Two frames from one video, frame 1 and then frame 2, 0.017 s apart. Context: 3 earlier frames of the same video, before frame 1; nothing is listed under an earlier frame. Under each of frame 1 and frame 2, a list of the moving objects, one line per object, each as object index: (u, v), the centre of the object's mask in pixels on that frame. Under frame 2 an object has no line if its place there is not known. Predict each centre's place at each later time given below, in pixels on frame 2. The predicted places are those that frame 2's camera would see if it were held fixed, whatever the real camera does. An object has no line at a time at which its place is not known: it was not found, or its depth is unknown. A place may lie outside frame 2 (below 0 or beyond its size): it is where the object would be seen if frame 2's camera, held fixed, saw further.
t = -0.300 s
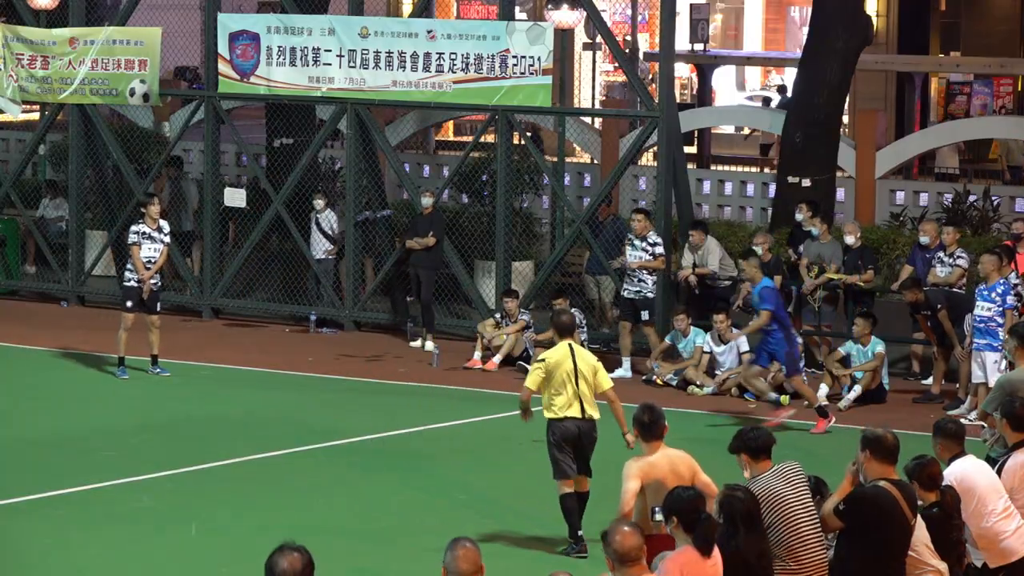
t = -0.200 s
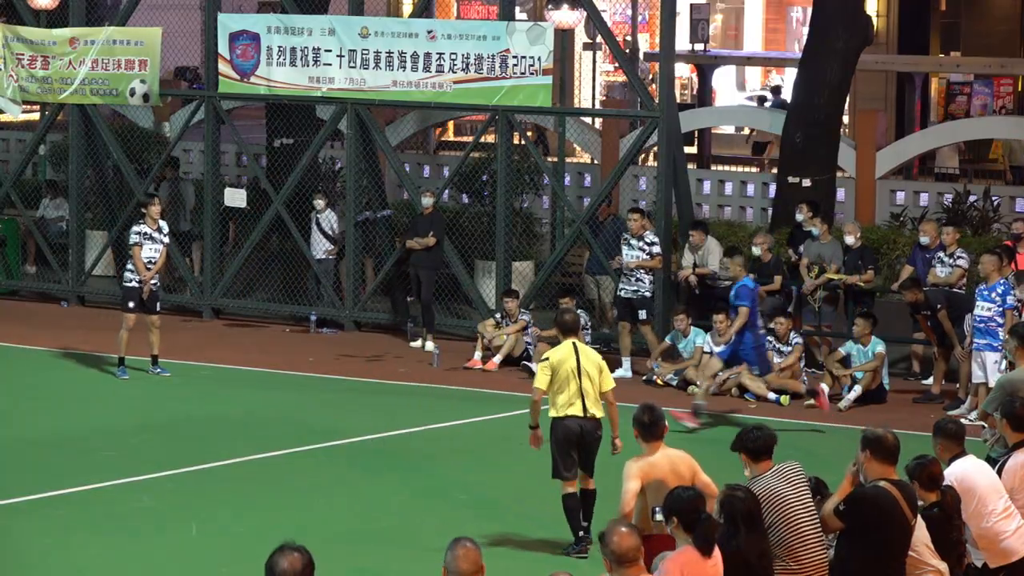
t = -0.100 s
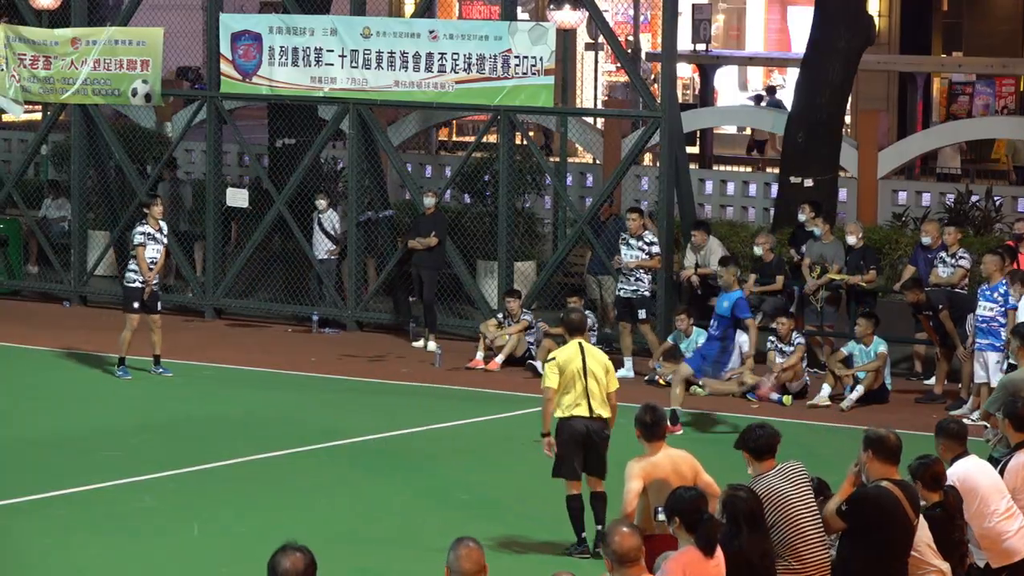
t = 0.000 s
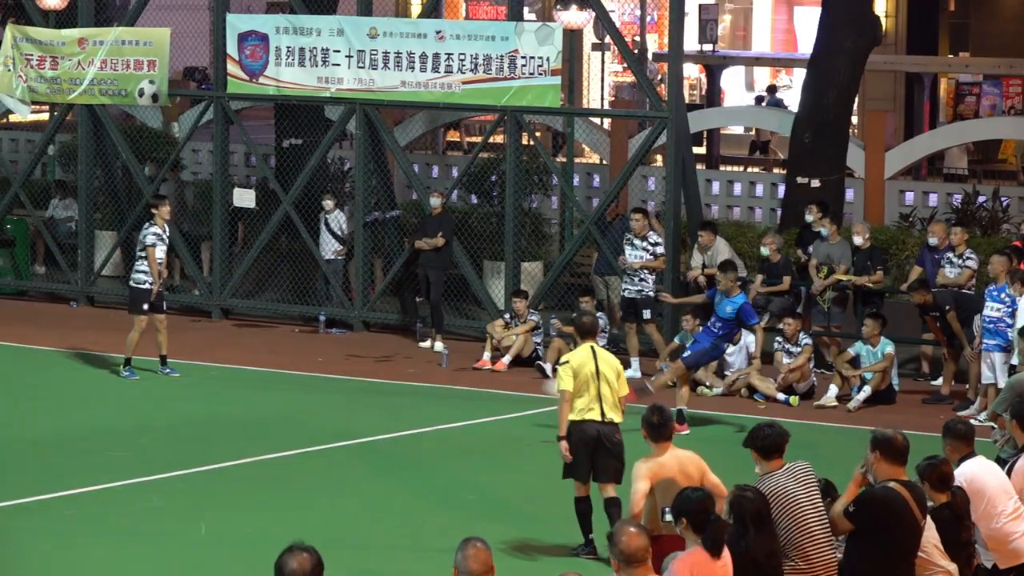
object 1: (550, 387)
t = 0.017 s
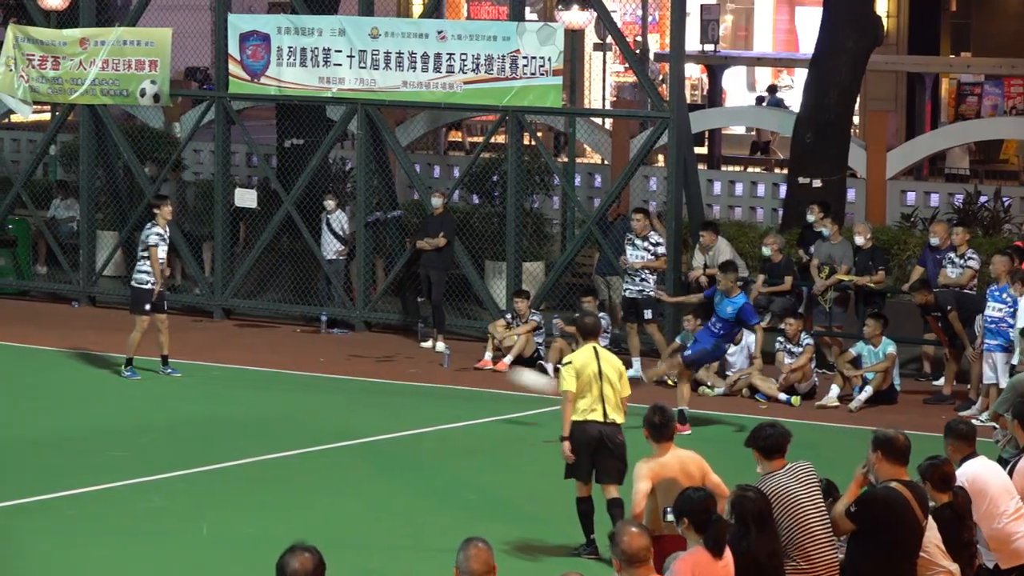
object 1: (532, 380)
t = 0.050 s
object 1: (458, 357)
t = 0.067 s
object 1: (423, 345)
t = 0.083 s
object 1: (388, 334)
